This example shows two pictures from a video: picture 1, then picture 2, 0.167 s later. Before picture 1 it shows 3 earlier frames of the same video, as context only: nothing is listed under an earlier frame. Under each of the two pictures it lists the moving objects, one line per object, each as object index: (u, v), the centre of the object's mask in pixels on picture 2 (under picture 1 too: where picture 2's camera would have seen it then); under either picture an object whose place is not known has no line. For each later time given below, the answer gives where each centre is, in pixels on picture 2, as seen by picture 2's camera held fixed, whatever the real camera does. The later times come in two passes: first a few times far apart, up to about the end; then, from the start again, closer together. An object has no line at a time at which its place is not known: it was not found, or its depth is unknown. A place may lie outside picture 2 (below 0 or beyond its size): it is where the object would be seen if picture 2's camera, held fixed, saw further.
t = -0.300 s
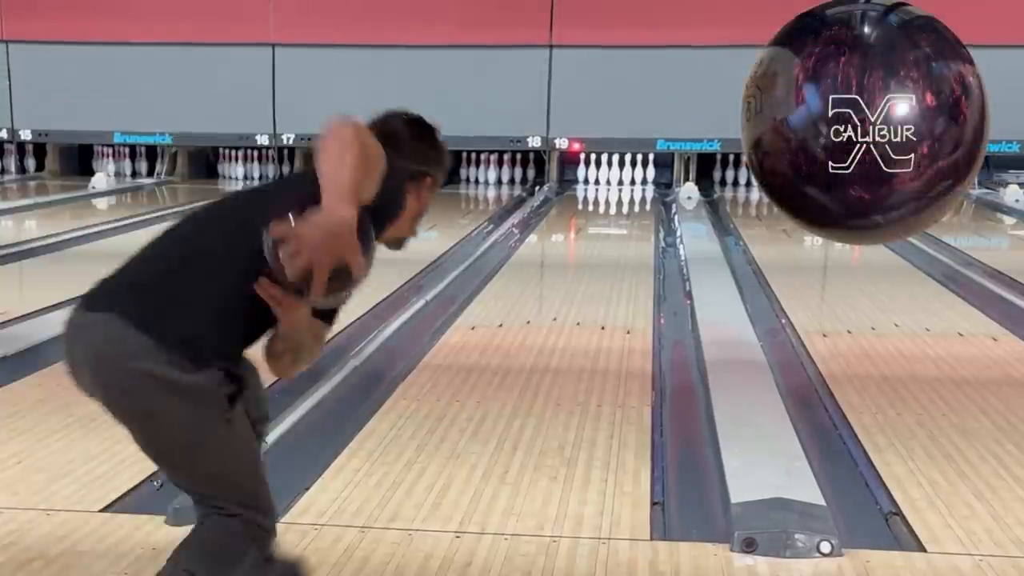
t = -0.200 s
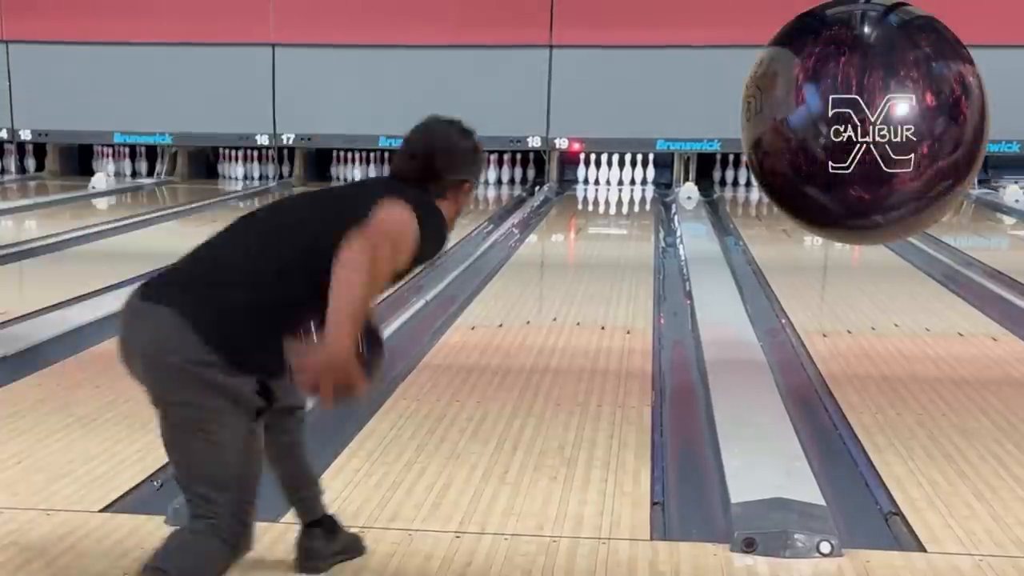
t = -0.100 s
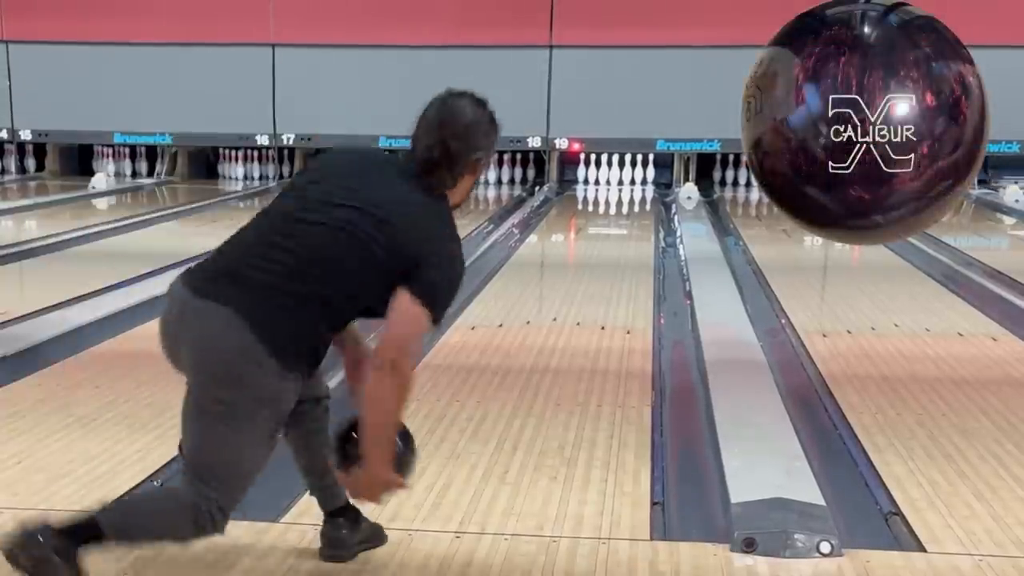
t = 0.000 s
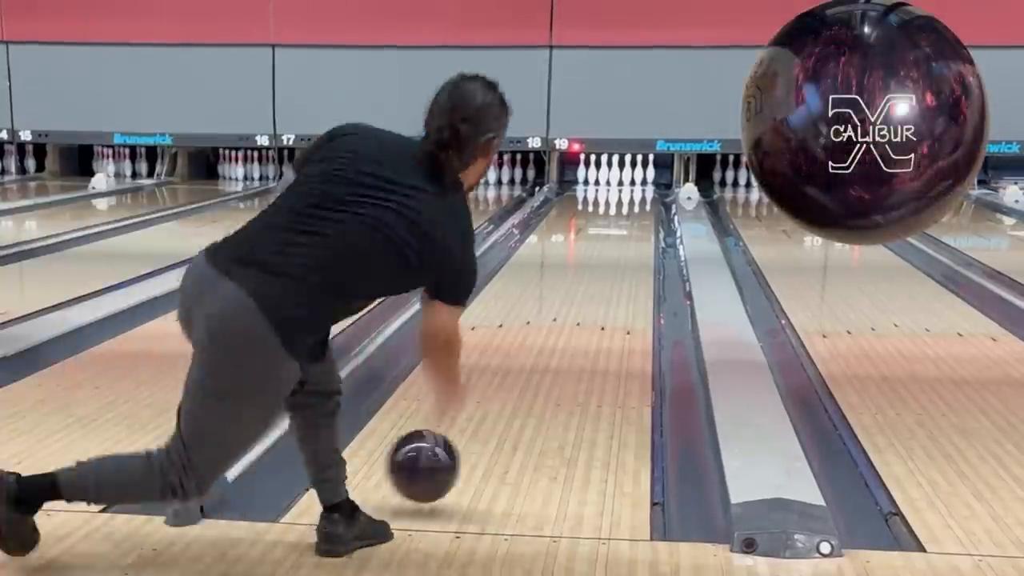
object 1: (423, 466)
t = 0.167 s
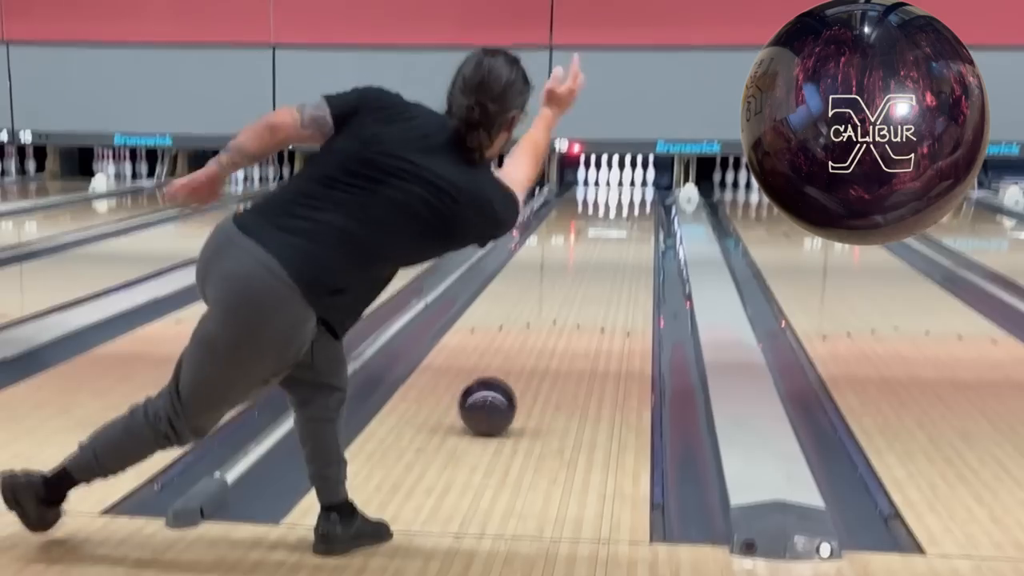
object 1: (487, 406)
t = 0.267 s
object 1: (514, 371)
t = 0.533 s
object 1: (561, 319)
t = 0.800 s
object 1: (594, 272)
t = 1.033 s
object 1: (612, 248)
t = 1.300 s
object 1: (625, 227)
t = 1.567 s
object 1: (633, 212)
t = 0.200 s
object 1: (498, 393)
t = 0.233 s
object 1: (506, 382)
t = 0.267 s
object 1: (514, 371)
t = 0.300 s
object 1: (522, 362)
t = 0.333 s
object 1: (529, 353)
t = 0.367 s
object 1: (536, 345)
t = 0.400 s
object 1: (542, 337)
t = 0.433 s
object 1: (548, 330)
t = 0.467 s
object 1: (554, 323)
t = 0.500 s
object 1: (559, 317)
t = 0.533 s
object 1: (561, 319)
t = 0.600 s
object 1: (575, 298)
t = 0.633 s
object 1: (577, 294)
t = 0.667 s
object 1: (581, 289)
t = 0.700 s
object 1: (585, 284)
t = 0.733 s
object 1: (588, 280)
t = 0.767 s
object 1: (591, 276)
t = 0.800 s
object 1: (594, 272)
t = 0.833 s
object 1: (597, 268)
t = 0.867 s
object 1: (600, 264)
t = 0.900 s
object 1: (603, 261)
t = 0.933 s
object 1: (605, 257)
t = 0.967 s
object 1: (607, 254)
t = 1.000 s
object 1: (609, 251)
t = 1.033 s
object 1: (612, 248)
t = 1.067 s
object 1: (614, 245)
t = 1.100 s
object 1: (615, 243)
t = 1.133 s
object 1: (617, 240)
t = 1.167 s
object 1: (619, 237)
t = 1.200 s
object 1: (621, 234)
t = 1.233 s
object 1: (622, 232)
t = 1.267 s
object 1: (623, 230)
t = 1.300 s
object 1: (625, 227)
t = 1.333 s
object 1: (626, 225)
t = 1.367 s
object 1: (627, 223)
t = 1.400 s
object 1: (628, 221)
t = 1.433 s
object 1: (629, 219)
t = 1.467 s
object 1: (630, 217)
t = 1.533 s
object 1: (632, 213)
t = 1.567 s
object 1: (633, 212)
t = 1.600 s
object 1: (633, 210)
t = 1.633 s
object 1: (635, 208)
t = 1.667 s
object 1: (635, 207)
